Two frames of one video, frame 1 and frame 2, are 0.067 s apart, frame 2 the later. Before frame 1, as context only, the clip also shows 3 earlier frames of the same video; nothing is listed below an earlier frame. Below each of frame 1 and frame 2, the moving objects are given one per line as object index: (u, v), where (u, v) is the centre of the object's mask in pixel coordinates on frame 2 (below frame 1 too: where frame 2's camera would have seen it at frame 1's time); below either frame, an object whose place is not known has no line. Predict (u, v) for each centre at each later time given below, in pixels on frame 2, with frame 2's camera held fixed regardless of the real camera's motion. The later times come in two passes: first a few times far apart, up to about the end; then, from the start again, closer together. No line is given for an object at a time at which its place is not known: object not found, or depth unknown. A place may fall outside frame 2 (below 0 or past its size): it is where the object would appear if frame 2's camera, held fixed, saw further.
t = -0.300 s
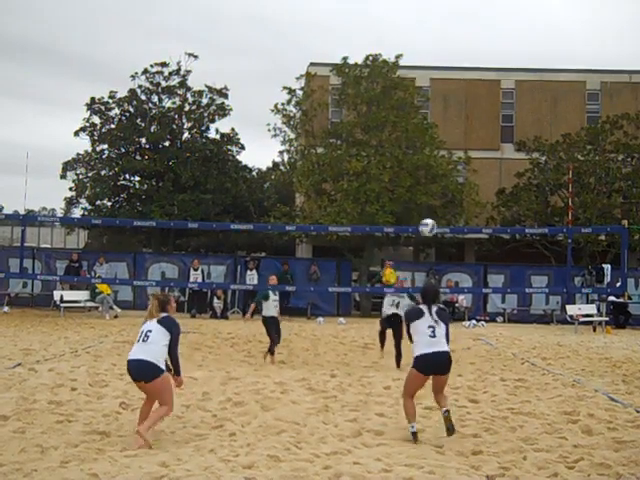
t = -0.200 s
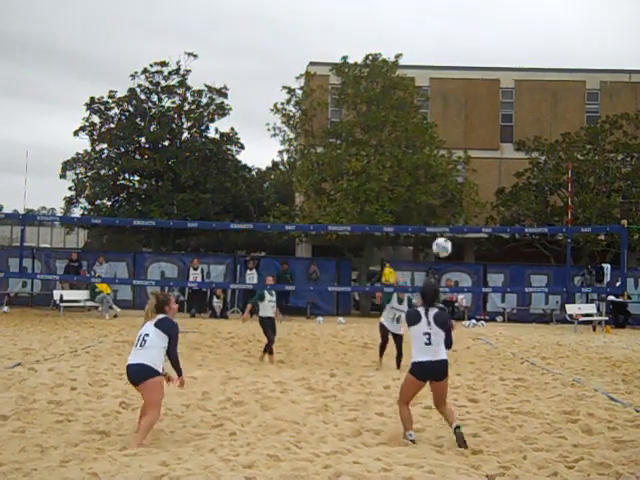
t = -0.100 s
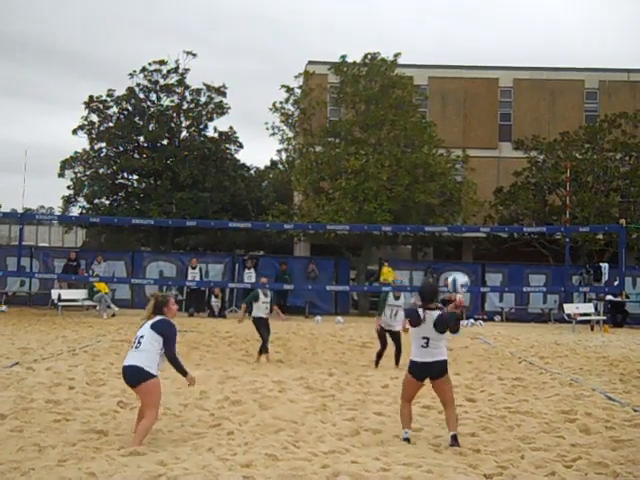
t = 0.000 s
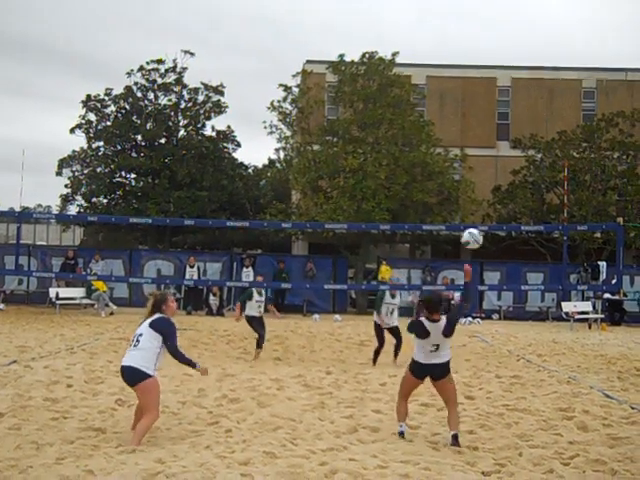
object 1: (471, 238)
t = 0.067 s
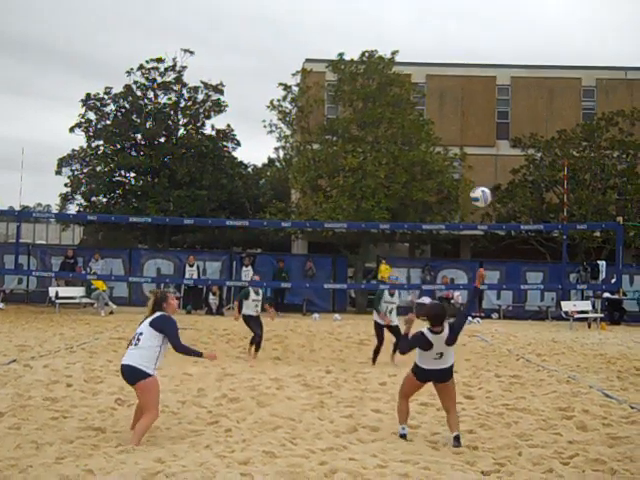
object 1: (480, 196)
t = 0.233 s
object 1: (502, 118)
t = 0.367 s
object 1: (518, 76)
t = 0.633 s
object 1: (548, 47)
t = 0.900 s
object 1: (573, 75)
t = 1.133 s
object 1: (592, 138)
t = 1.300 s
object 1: (602, 204)
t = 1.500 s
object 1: (613, 301)
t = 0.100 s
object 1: (485, 178)
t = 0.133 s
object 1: (490, 161)
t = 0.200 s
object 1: (498, 131)
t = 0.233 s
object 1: (502, 118)
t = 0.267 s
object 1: (506, 106)
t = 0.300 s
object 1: (510, 95)
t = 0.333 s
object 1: (514, 84)
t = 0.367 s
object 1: (518, 76)
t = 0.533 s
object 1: (537, 51)
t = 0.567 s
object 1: (541, 49)
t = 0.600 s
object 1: (545, 47)
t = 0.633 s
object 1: (548, 47)
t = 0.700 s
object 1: (555, 49)
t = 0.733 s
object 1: (558, 51)
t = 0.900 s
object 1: (573, 75)
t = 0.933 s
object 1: (576, 82)
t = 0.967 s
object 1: (579, 90)
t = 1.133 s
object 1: (592, 138)
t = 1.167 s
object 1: (594, 150)
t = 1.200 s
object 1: (596, 163)
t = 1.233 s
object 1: (598, 176)
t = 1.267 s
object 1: (600, 189)
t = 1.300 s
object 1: (602, 204)
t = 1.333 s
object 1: (604, 219)
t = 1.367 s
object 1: (605, 234)
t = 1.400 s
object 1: (607, 250)
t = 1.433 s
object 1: (610, 266)
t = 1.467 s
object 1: (613, 284)
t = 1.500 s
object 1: (613, 301)
